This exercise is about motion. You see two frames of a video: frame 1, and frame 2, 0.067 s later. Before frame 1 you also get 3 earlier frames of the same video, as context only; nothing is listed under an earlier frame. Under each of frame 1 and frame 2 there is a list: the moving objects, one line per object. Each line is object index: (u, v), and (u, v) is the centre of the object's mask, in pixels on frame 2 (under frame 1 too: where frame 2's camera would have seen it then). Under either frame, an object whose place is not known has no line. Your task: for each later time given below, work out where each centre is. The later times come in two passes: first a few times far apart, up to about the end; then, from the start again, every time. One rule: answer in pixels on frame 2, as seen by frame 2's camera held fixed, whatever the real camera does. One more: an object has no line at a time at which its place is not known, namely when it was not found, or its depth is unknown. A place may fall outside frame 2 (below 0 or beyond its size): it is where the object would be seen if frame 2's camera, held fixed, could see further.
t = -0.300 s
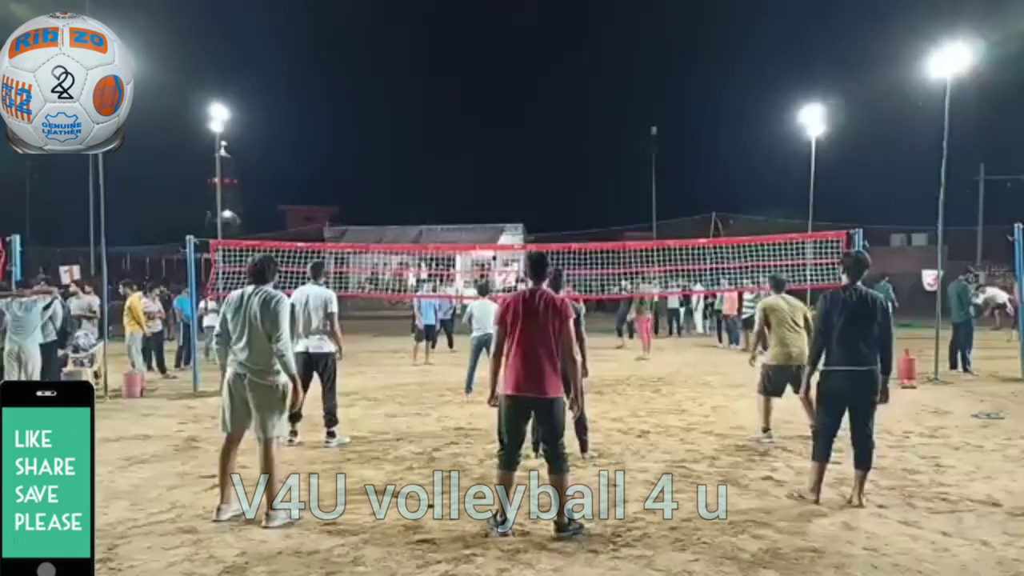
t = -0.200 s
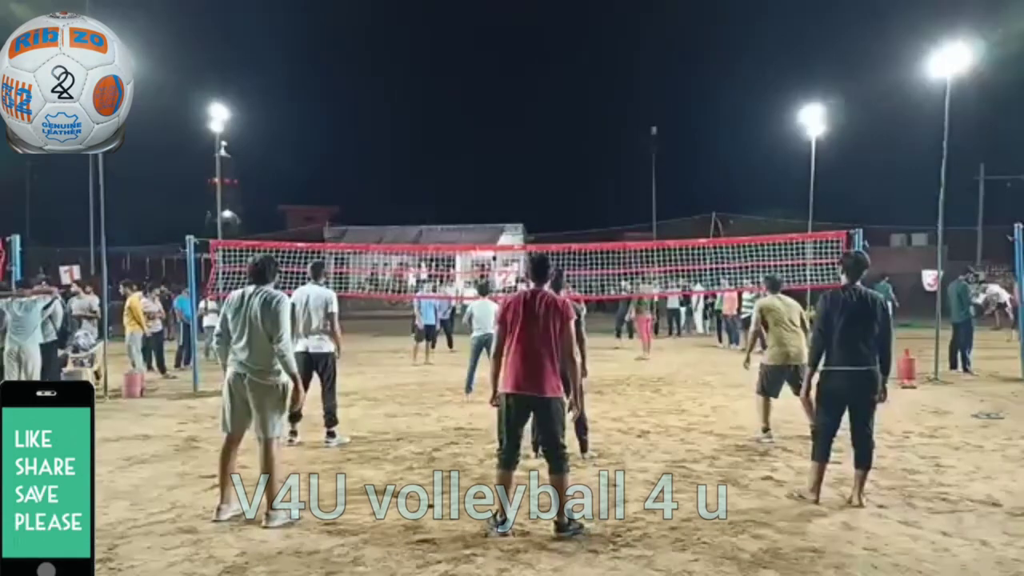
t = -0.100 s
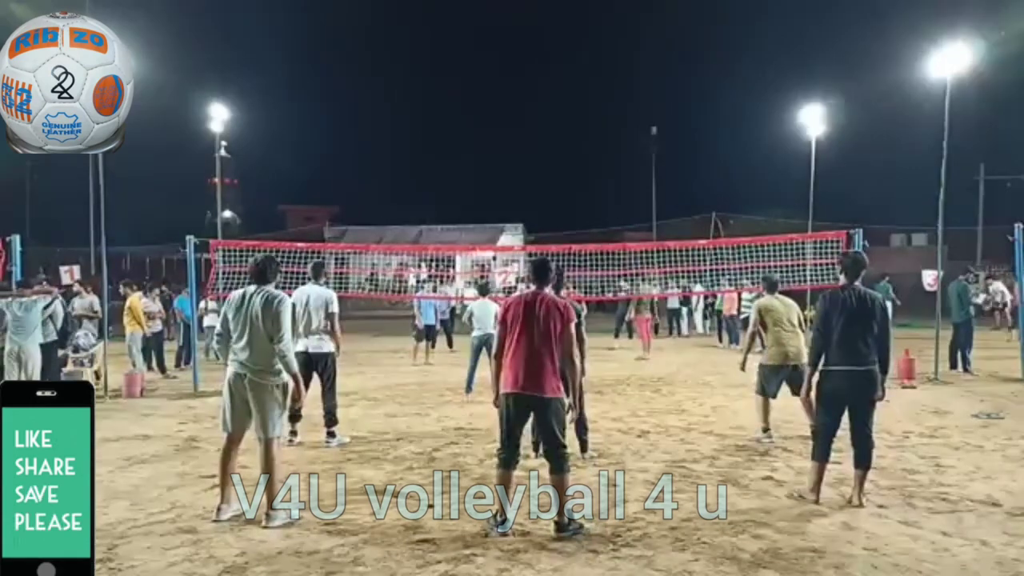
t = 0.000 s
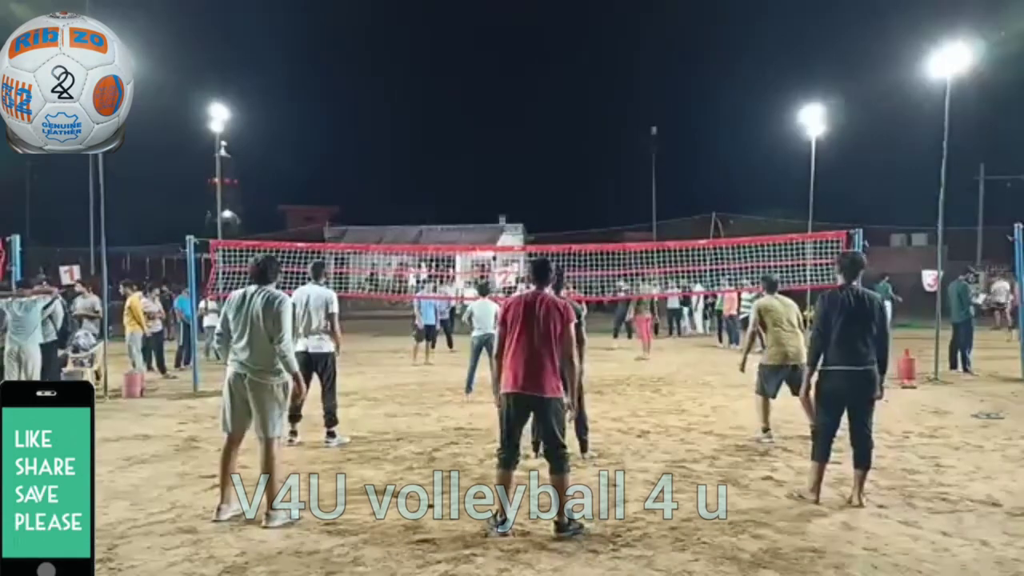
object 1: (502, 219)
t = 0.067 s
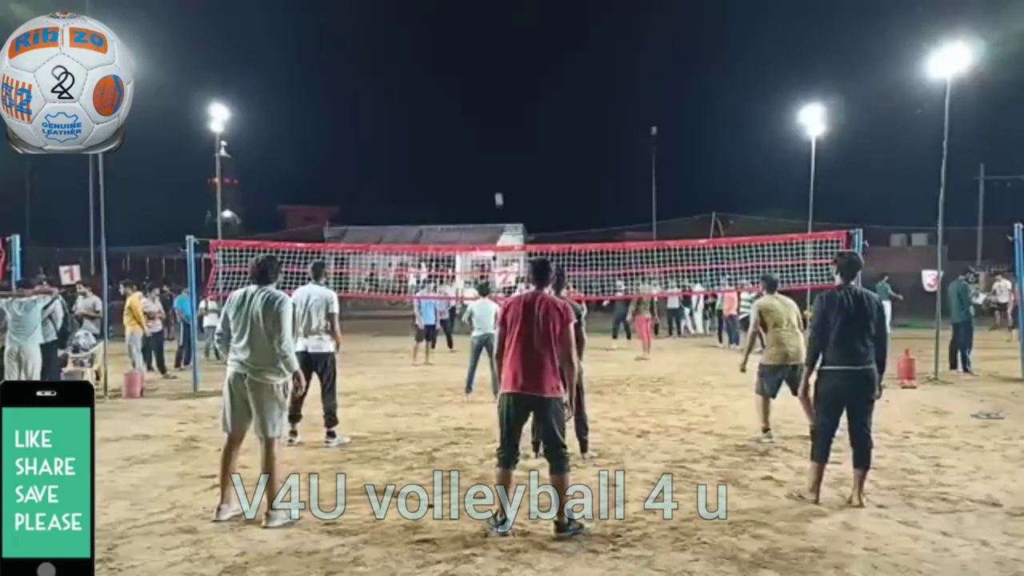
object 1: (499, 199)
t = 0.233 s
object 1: (492, 150)
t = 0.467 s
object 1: (480, 90)
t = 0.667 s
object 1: (467, 50)
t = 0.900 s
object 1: (449, 24)
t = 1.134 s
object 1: (424, 32)
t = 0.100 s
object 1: (498, 190)
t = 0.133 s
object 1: (496, 179)
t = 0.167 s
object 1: (495, 169)
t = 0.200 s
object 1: (493, 160)
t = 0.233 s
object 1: (492, 150)
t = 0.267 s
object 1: (490, 141)
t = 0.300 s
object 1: (489, 132)
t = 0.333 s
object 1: (487, 123)
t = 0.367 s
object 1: (486, 114)
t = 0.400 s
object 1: (484, 106)
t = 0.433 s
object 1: (482, 97)
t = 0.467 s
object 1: (480, 90)
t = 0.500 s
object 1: (478, 82)
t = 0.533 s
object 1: (476, 75)
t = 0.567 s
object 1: (474, 68)
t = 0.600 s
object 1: (472, 62)
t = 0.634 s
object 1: (470, 55)
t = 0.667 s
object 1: (467, 50)
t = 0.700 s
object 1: (465, 44)
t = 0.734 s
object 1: (462, 40)
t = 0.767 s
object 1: (460, 36)
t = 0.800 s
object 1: (457, 32)
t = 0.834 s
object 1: (454, 28)
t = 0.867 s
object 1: (452, 26)
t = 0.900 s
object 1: (449, 24)
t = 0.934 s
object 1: (446, 23)
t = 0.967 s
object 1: (443, 22)
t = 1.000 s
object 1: (439, 22)
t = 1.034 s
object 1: (436, 23)
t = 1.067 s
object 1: (432, 25)
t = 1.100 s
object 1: (428, 28)
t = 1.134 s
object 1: (424, 32)
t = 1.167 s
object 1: (420, 38)
